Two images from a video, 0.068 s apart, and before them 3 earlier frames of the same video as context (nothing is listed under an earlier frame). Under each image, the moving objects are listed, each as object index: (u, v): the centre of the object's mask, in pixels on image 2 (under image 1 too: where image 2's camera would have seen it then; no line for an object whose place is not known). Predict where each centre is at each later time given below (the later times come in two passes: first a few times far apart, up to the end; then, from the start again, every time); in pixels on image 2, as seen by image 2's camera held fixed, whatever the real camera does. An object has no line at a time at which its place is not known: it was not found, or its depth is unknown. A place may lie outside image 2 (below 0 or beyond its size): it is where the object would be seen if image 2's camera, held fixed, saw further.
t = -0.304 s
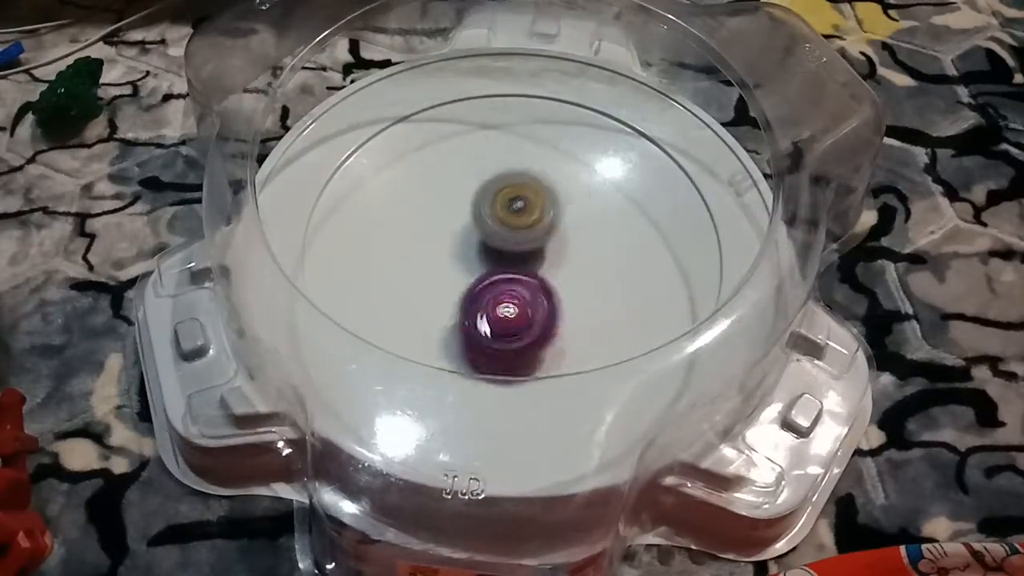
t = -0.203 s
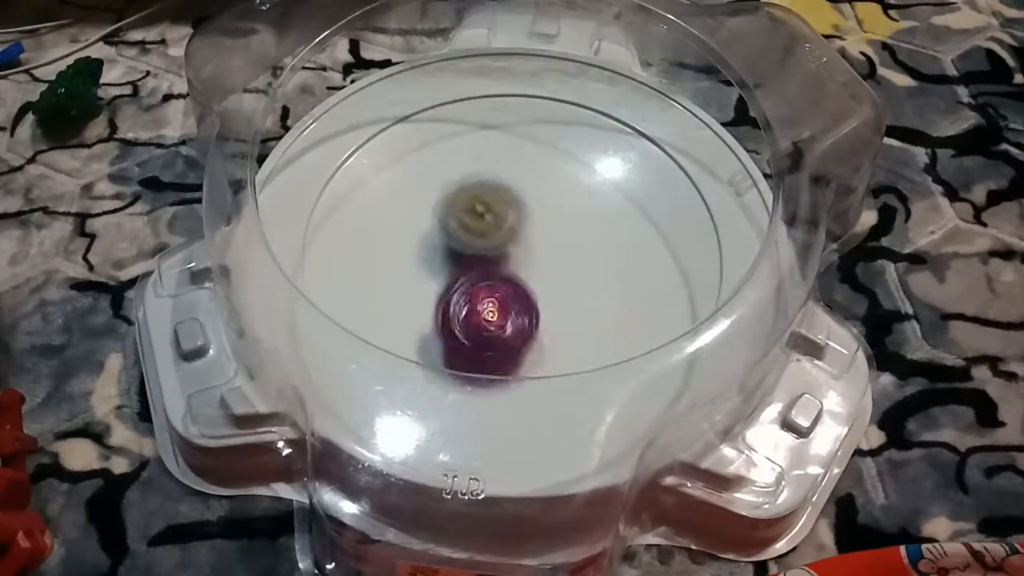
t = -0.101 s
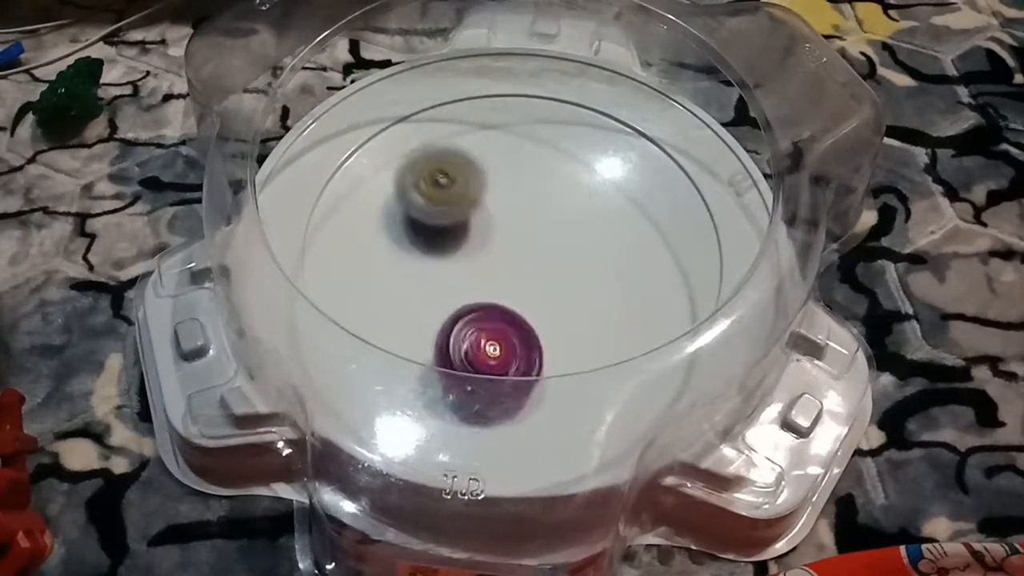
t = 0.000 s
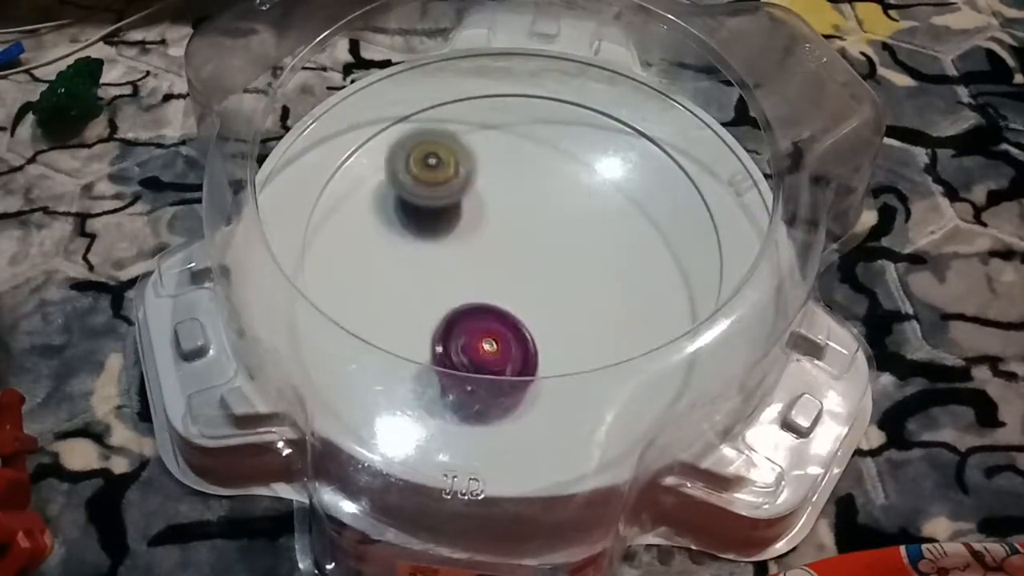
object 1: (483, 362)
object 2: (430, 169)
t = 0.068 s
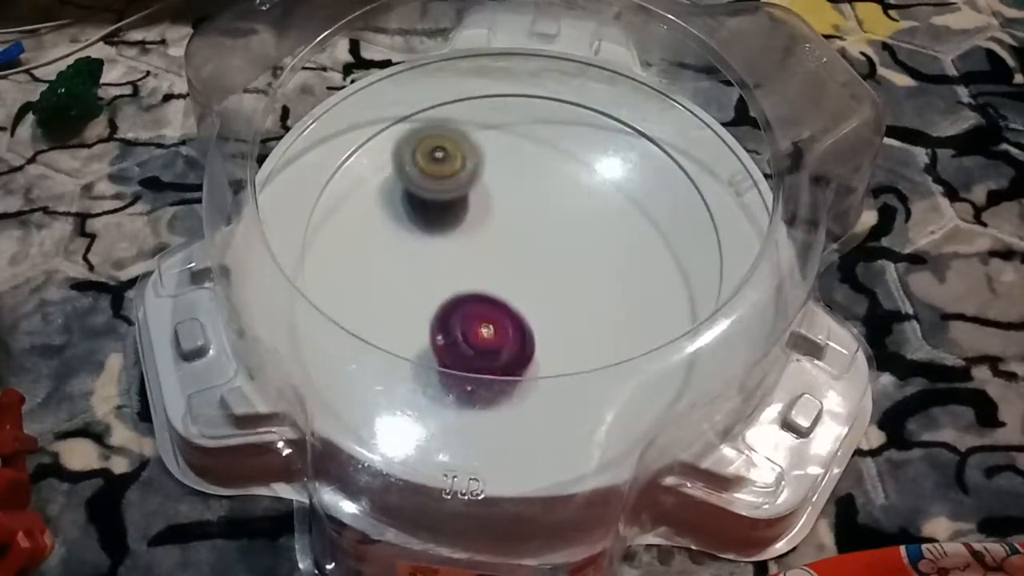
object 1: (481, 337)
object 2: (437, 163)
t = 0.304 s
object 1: (502, 285)
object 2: (472, 185)
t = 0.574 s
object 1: (624, 342)
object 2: (489, 113)
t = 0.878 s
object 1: (608, 303)
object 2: (505, 229)
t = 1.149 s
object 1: (661, 259)
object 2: (394, 204)
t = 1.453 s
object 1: (562, 224)
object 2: (427, 192)
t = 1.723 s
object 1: (623, 97)
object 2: (369, 347)
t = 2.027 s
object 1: (571, 223)
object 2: (500, 301)
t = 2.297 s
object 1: (574, 153)
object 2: (506, 360)
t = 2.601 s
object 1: (452, 200)
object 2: (542, 263)
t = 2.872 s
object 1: (414, 180)
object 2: (592, 242)
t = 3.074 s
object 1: (435, 212)
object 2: (540, 238)
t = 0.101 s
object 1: (481, 332)
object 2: (443, 162)
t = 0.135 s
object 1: (481, 326)
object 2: (449, 164)
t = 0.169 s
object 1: (483, 317)
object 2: (456, 167)
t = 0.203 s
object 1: (485, 304)
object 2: (462, 171)
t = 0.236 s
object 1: (488, 294)
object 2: (468, 176)
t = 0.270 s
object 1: (491, 283)
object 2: (471, 183)
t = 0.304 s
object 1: (502, 285)
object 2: (472, 185)
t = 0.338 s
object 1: (533, 312)
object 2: (460, 162)
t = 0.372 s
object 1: (562, 331)
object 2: (450, 140)
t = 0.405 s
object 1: (586, 338)
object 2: (446, 124)
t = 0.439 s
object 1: (602, 341)
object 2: (448, 114)
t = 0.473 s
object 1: (612, 343)
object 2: (454, 108)
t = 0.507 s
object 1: (618, 343)
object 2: (464, 107)
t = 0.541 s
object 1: (621, 343)
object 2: (475, 109)
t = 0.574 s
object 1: (624, 342)
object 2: (489, 113)
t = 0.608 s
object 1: (625, 340)
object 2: (503, 125)
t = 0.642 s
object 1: (625, 338)
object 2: (515, 138)
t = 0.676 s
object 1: (624, 335)
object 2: (526, 154)
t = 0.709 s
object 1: (618, 331)
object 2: (534, 170)
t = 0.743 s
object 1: (609, 327)
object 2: (540, 189)
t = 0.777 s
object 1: (598, 320)
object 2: (543, 207)
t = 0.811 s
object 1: (586, 308)
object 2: (543, 224)
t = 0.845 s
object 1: (592, 302)
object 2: (529, 229)
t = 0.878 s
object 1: (608, 303)
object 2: (505, 229)
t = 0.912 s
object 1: (622, 300)
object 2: (479, 229)
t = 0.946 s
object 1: (636, 295)
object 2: (458, 228)
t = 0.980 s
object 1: (647, 288)
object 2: (441, 226)
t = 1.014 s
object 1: (655, 281)
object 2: (427, 223)
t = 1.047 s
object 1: (660, 275)
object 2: (416, 219)
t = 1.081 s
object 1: (663, 269)
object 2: (406, 214)
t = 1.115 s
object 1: (664, 263)
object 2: (399, 209)
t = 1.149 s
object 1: (661, 259)
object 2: (394, 204)
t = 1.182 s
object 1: (657, 254)
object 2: (390, 198)
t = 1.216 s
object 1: (650, 250)
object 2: (387, 194)
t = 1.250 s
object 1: (641, 246)
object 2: (387, 188)
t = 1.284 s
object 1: (630, 243)
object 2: (391, 185)
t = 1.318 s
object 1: (618, 240)
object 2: (396, 184)
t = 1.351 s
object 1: (604, 237)
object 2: (403, 184)
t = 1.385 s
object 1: (590, 233)
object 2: (411, 185)
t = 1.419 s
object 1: (576, 230)
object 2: (419, 188)
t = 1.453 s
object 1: (562, 224)
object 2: (427, 192)
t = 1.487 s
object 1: (549, 218)
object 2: (436, 199)
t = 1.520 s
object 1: (538, 210)
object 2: (446, 209)
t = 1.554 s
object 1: (550, 183)
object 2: (430, 239)
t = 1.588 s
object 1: (570, 153)
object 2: (412, 267)
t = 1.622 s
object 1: (588, 124)
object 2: (397, 294)
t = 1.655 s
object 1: (605, 102)
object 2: (387, 308)
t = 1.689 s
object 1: (619, 87)
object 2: (377, 322)
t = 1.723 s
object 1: (623, 97)
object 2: (369, 347)
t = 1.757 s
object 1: (624, 107)
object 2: (367, 354)
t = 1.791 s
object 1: (623, 121)
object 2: (372, 358)
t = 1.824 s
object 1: (619, 138)
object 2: (389, 355)
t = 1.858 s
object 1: (612, 154)
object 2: (410, 351)
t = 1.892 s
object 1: (603, 173)
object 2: (431, 338)
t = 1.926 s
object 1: (591, 192)
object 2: (456, 320)
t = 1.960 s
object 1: (579, 213)
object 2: (477, 307)
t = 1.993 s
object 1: (567, 232)
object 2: (498, 289)
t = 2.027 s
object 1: (571, 223)
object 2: (500, 301)
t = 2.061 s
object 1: (582, 201)
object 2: (499, 323)
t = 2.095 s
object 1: (591, 179)
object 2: (496, 337)
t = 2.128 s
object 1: (595, 167)
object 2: (493, 350)
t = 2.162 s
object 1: (594, 158)
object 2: (491, 350)
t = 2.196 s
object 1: (591, 150)
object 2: (492, 363)
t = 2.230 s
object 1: (586, 148)
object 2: (498, 365)
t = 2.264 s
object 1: (581, 149)
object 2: (502, 365)
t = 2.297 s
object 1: (574, 153)
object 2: (506, 360)
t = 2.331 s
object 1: (566, 159)
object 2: (512, 354)
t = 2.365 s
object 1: (557, 165)
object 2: (518, 349)
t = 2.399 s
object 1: (545, 173)
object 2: (520, 336)
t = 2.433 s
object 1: (533, 181)
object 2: (523, 324)
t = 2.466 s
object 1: (519, 189)
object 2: (526, 314)
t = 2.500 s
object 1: (505, 195)
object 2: (527, 299)
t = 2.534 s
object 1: (489, 201)
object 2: (527, 282)
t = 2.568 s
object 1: (474, 205)
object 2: (529, 272)
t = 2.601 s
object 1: (452, 200)
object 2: (542, 263)
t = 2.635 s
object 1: (429, 189)
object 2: (560, 260)
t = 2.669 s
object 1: (412, 184)
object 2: (573, 258)
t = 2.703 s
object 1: (398, 179)
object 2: (583, 255)
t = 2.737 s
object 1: (394, 175)
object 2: (593, 251)
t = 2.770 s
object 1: (394, 172)
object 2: (597, 249)
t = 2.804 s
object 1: (400, 174)
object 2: (597, 247)
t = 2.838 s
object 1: (408, 177)
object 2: (596, 242)
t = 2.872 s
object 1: (414, 180)
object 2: (592, 242)
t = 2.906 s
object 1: (419, 184)
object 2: (584, 241)
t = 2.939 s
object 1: (425, 188)
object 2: (578, 239)
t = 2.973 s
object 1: (430, 193)
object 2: (567, 240)
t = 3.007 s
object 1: (433, 198)
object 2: (559, 237)
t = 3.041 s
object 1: (436, 205)
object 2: (550, 241)
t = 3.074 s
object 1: (435, 212)
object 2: (540, 238)
